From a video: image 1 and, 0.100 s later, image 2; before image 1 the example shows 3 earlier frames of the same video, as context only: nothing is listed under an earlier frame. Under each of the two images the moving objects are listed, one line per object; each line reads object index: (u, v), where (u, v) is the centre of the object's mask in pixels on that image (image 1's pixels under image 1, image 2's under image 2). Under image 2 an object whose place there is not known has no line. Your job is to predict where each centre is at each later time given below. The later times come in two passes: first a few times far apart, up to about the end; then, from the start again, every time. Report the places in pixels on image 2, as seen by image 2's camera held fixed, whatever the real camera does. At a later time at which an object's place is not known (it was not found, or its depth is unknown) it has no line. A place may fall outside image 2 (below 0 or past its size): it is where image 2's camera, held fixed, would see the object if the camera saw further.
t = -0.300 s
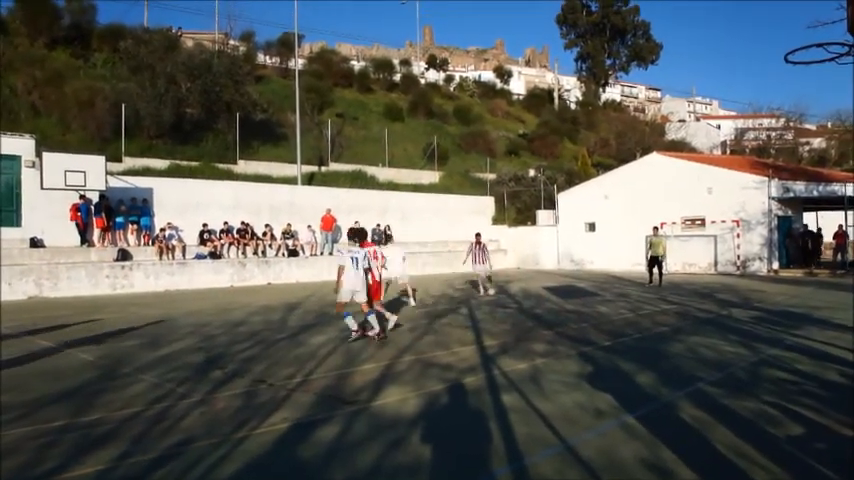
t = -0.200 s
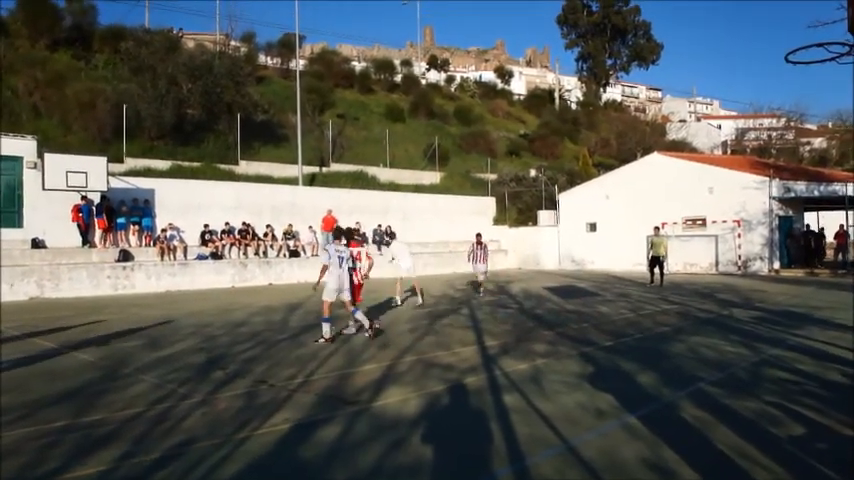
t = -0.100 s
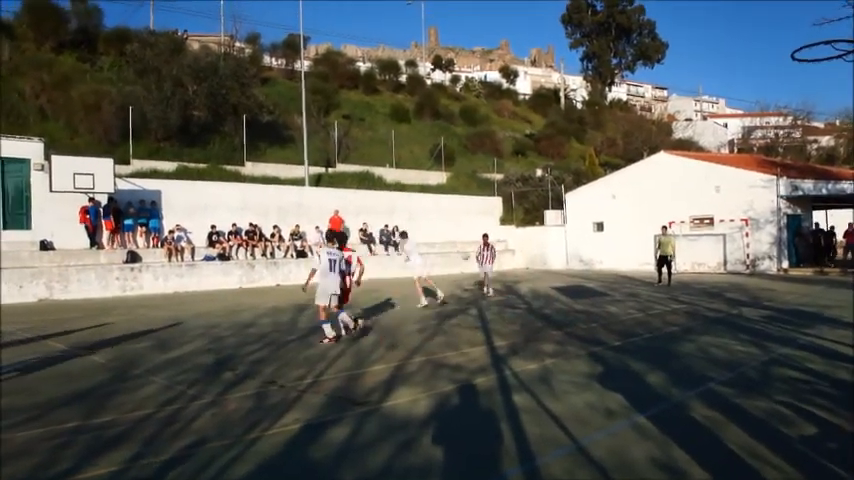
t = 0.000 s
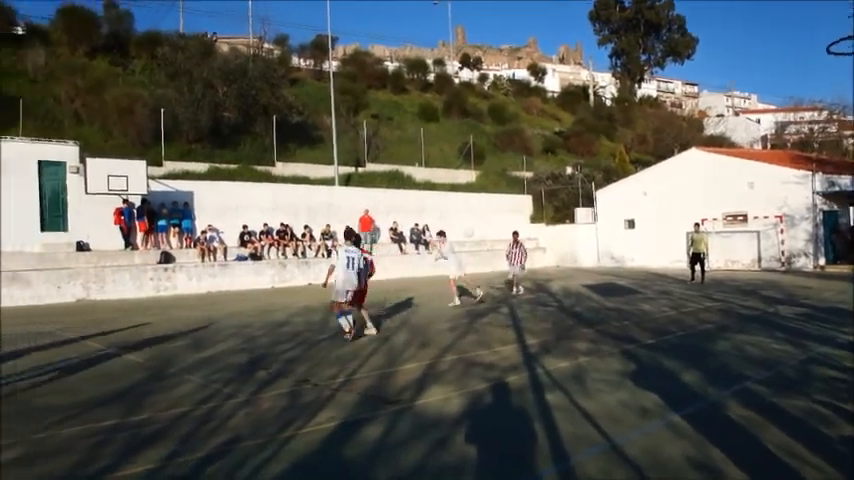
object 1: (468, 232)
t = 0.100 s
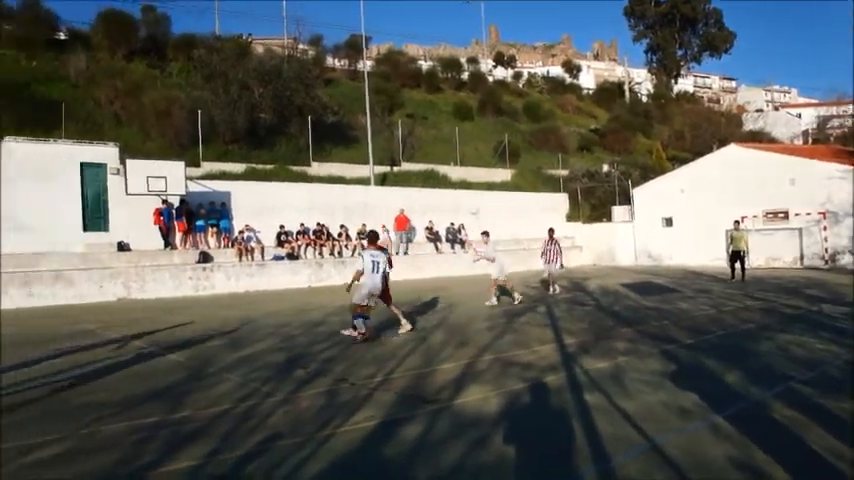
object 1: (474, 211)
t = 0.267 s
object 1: (410, 173)
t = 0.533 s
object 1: (253, 124)
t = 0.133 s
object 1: (463, 202)
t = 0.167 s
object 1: (452, 196)
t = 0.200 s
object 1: (437, 187)
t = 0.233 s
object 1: (424, 181)
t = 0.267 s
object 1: (410, 173)
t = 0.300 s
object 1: (395, 167)
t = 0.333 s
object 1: (380, 160)
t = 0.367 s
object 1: (361, 154)
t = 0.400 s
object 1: (343, 148)
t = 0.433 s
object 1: (323, 142)
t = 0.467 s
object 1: (301, 136)
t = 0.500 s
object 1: (278, 130)
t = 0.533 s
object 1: (253, 124)
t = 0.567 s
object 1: (226, 120)
